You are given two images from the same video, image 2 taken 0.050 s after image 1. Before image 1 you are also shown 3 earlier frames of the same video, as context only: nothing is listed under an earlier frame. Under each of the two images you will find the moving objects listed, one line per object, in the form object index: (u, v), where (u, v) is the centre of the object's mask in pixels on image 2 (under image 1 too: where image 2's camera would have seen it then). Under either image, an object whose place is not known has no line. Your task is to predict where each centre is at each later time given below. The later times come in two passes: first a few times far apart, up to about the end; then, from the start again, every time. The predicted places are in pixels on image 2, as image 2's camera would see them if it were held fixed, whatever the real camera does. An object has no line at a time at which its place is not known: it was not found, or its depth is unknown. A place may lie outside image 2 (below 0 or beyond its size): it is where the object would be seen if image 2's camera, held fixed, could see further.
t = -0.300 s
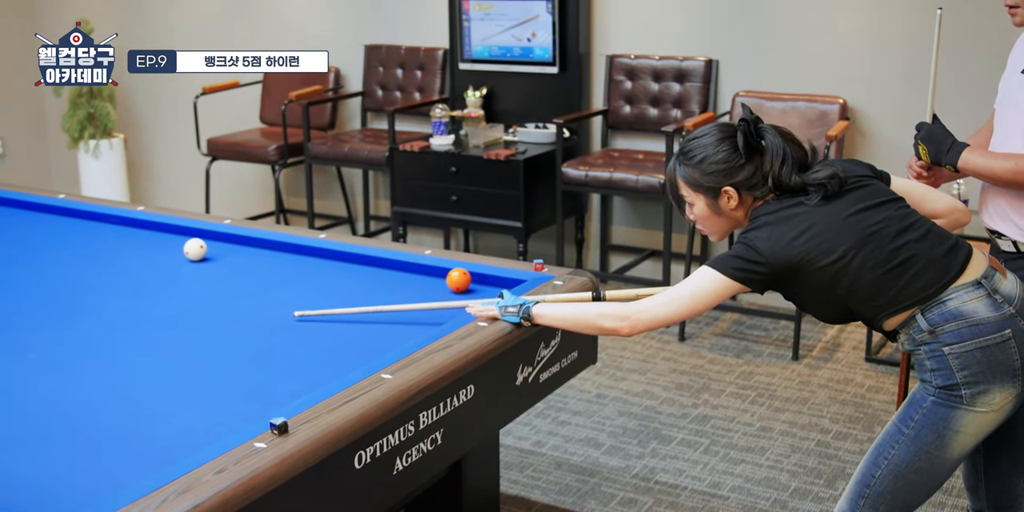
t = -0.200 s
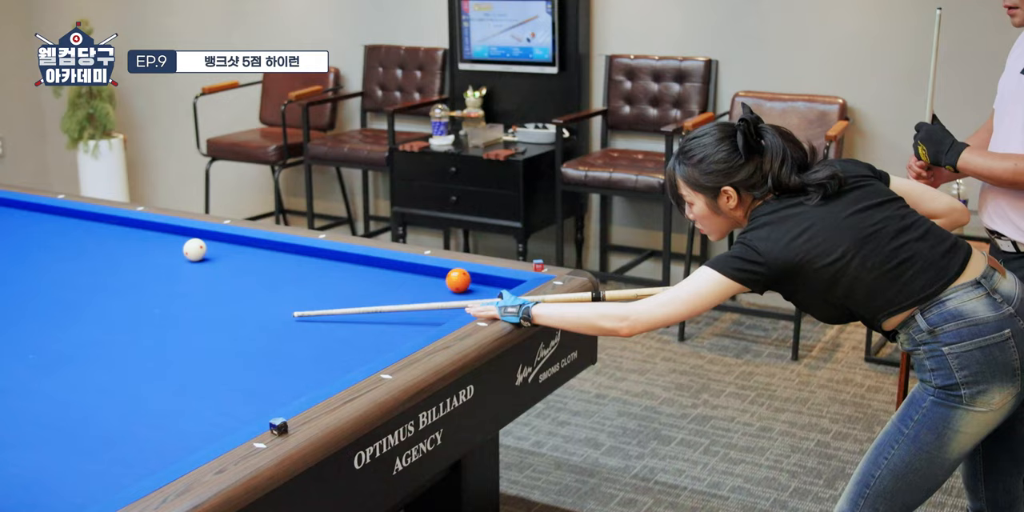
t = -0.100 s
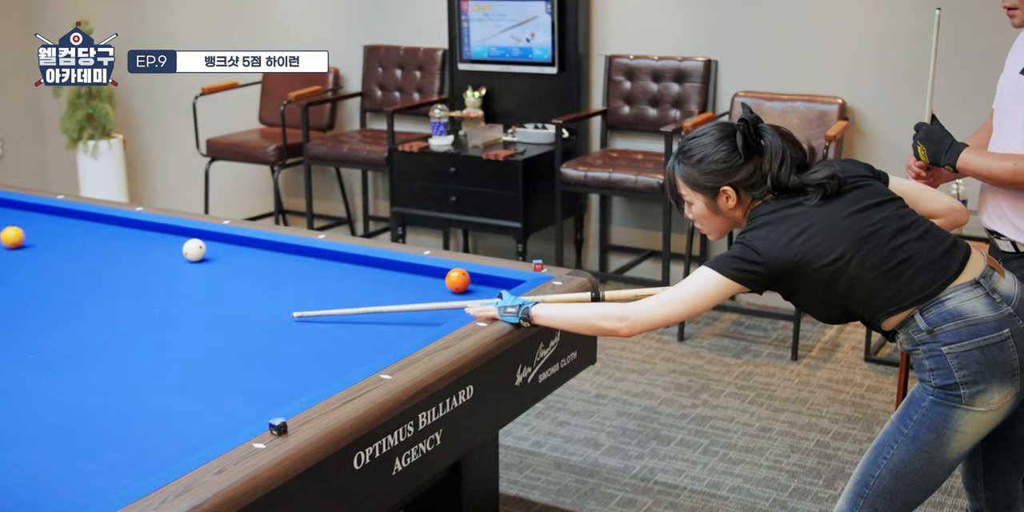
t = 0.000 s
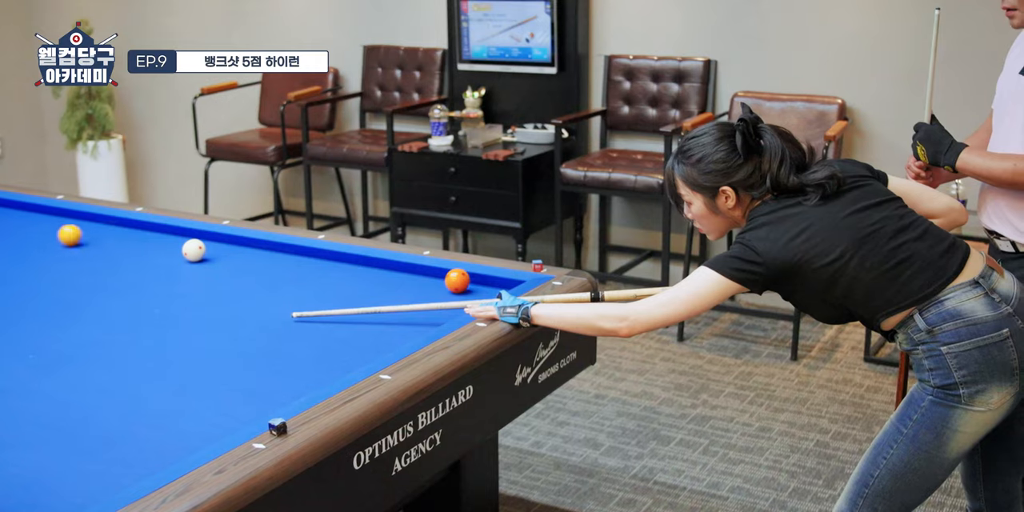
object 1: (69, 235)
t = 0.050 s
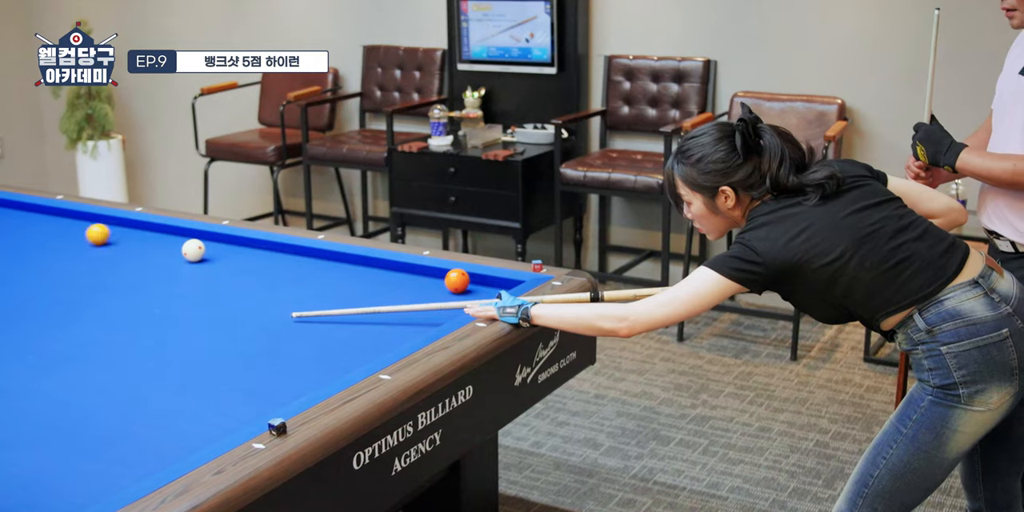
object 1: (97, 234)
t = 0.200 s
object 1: (180, 231)
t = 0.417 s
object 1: (217, 245)
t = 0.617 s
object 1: (262, 247)
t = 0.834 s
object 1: (307, 253)
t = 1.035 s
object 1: (343, 259)
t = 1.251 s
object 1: (385, 270)
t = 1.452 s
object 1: (425, 279)
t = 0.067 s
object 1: (107, 234)
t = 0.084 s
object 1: (116, 233)
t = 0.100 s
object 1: (126, 233)
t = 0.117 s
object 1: (135, 232)
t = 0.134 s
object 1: (144, 232)
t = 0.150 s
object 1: (154, 232)
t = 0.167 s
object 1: (163, 231)
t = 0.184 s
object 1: (172, 231)
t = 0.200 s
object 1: (180, 231)
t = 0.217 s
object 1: (182, 232)
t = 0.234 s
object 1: (184, 233)
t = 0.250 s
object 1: (186, 234)
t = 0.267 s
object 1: (187, 235)
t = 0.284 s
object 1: (190, 236)
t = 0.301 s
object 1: (194, 237)
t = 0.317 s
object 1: (198, 238)
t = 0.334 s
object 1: (202, 241)
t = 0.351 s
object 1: (205, 242)
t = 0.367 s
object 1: (207, 243)
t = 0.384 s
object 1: (210, 244)
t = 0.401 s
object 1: (213, 244)
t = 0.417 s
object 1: (217, 245)
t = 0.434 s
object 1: (220, 245)
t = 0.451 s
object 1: (224, 245)
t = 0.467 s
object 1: (228, 245)
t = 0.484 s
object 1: (232, 245)
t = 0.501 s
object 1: (235, 246)
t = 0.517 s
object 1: (240, 246)
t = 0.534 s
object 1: (243, 246)
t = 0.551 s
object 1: (247, 246)
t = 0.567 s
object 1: (251, 246)
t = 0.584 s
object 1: (254, 247)
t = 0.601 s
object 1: (259, 247)
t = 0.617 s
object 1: (262, 247)
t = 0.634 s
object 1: (266, 247)
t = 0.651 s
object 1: (270, 248)
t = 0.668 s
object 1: (274, 248)
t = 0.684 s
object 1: (278, 248)
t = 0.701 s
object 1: (282, 248)
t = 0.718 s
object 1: (285, 249)
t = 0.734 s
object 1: (289, 249)
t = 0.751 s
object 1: (292, 250)
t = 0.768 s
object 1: (295, 250)
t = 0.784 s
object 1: (298, 251)
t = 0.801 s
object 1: (301, 252)
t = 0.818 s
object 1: (304, 252)
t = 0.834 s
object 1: (307, 253)
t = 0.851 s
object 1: (310, 254)
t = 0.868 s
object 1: (313, 254)
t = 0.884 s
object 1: (316, 255)
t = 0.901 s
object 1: (319, 256)
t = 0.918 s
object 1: (322, 256)
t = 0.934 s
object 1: (325, 257)
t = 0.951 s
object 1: (328, 257)
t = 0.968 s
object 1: (331, 258)
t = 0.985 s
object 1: (334, 258)
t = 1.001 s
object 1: (337, 259)
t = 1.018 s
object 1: (340, 259)
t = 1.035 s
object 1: (343, 259)
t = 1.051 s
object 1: (347, 259)
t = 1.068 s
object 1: (350, 258)
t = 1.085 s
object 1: (353, 262)
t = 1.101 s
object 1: (357, 266)
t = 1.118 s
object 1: (360, 266)
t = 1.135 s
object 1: (362, 268)
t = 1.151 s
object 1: (366, 267)
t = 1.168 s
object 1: (369, 267)
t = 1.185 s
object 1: (372, 267)
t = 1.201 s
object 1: (375, 268)
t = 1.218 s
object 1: (378, 269)
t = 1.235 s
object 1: (382, 269)
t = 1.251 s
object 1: (385, 270)
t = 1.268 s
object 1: (388, 271)
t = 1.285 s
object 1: (391, 272)
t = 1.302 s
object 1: (395, 272)
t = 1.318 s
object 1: (398, 273)
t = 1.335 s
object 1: (401, 274)
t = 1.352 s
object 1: (405, 275)
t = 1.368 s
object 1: (408, 275)
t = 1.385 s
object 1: (412, 276)
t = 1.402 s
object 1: (415, 277)
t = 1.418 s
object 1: (418, 277)
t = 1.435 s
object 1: (421, 278)
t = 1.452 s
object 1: (425, 279)
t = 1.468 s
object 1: (428, 279)
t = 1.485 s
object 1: (431, 280)
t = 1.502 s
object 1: (433, 281)
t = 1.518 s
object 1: (433, 282)
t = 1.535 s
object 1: (433, 282)
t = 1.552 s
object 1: (433, 283)
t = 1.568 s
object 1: (434, 284)
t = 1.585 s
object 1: (434, 285)
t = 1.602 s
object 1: (435, 286)
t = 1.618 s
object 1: (436, 287)
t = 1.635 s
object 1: (437, 287)
